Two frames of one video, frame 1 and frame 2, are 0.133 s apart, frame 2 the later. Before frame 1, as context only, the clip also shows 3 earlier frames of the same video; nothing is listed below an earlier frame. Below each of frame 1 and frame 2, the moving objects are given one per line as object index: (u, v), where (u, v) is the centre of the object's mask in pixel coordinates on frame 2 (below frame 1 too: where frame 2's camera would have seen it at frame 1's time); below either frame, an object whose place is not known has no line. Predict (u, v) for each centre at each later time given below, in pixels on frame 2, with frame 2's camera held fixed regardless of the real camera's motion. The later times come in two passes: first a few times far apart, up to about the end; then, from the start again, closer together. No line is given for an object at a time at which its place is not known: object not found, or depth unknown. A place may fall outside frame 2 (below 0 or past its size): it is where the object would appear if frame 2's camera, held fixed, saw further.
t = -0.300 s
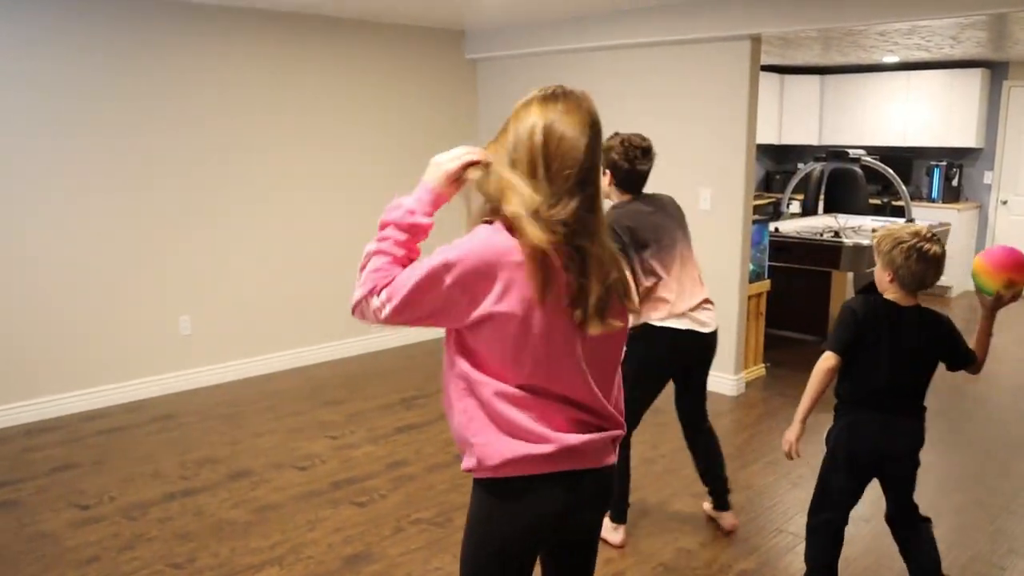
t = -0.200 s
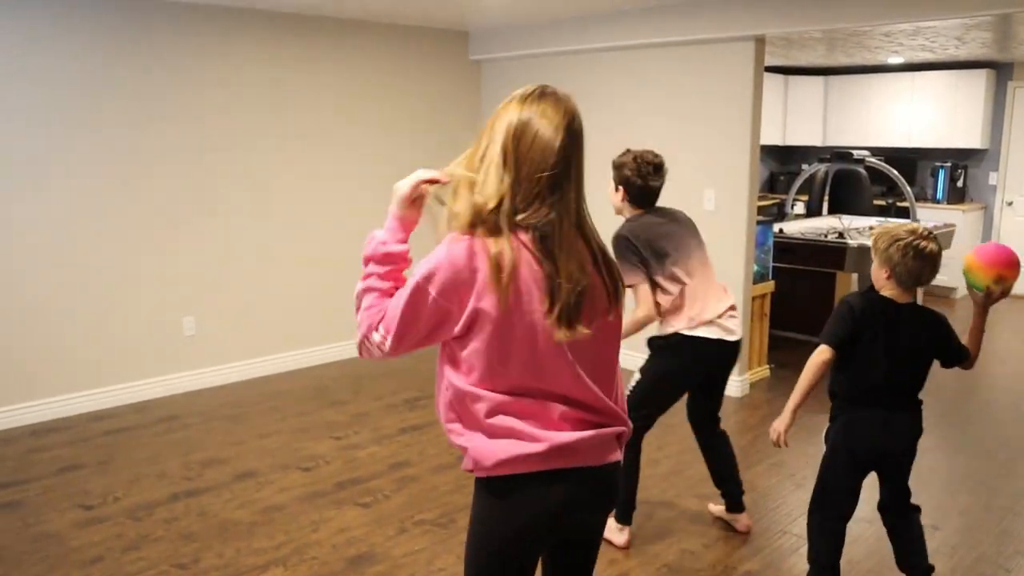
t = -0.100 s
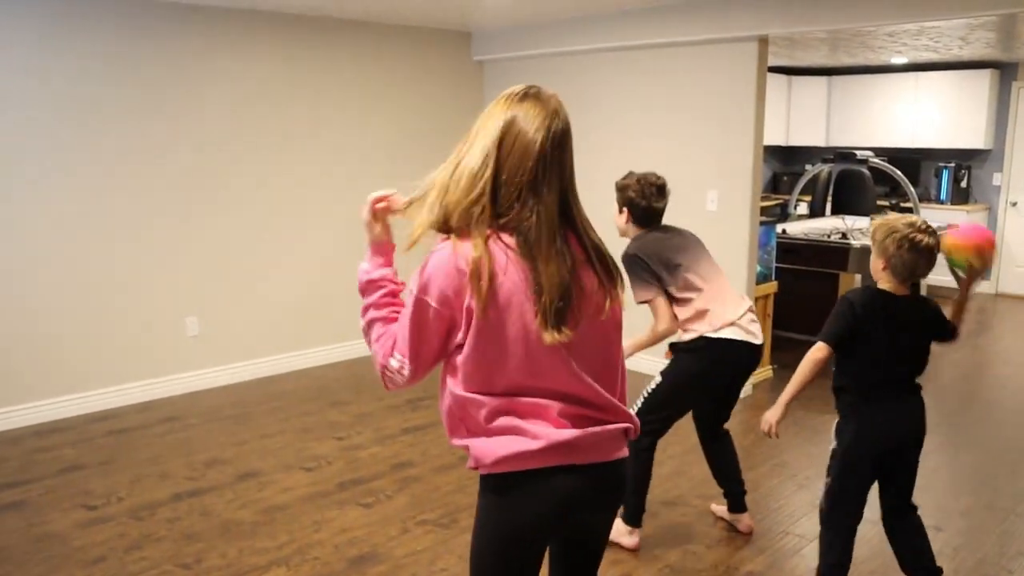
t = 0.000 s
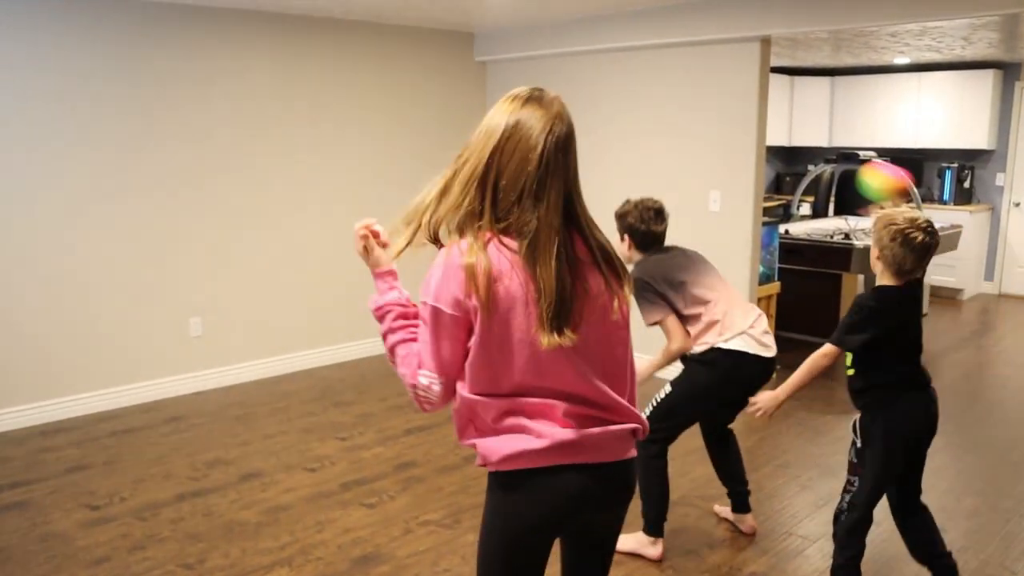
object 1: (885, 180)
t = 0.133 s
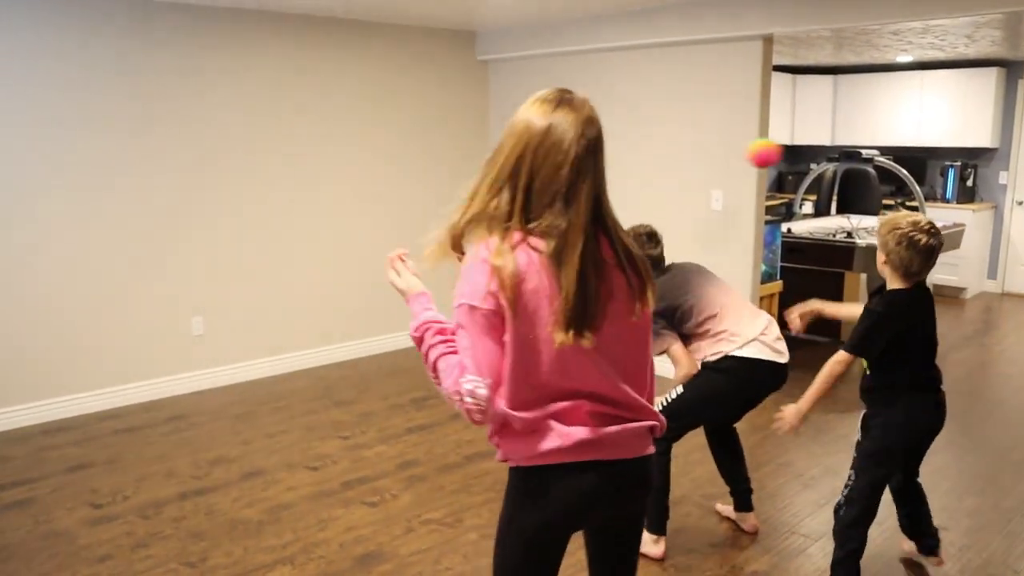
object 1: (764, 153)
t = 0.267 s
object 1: (672, 164)
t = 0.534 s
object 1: (433, 252)
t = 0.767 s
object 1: (300, 368)
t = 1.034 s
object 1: (289, 434)
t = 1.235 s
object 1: (275, 505)
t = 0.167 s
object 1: (740, 154)
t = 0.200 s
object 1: (721, 156)
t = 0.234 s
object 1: (704, 160)
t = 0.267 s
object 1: (672, 164)
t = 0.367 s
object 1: (571, 187)
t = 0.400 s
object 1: (547, 194)
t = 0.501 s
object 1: (460, 235)
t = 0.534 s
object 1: (433, 252)
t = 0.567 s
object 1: (406, 270)
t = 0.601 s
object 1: (378, 291)
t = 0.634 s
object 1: (353, 310)
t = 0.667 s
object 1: (329, 331)
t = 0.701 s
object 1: (305, 354)
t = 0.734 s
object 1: (303, 368)
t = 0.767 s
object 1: (300, 368)
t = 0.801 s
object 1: (299, 371)
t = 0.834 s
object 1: (298, 374)
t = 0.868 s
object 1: (297, 379)
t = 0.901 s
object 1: (294, 387)
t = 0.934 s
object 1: (293, 397)
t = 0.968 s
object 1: (292, 409)
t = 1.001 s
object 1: (291, 427)
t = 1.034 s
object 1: (289, 434)
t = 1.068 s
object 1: (287, 438)
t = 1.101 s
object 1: (284, 445)
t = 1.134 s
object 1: (282, 455)
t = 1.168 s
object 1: (280, 465)
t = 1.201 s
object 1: (277, 483)
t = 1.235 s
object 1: (275, 505)
